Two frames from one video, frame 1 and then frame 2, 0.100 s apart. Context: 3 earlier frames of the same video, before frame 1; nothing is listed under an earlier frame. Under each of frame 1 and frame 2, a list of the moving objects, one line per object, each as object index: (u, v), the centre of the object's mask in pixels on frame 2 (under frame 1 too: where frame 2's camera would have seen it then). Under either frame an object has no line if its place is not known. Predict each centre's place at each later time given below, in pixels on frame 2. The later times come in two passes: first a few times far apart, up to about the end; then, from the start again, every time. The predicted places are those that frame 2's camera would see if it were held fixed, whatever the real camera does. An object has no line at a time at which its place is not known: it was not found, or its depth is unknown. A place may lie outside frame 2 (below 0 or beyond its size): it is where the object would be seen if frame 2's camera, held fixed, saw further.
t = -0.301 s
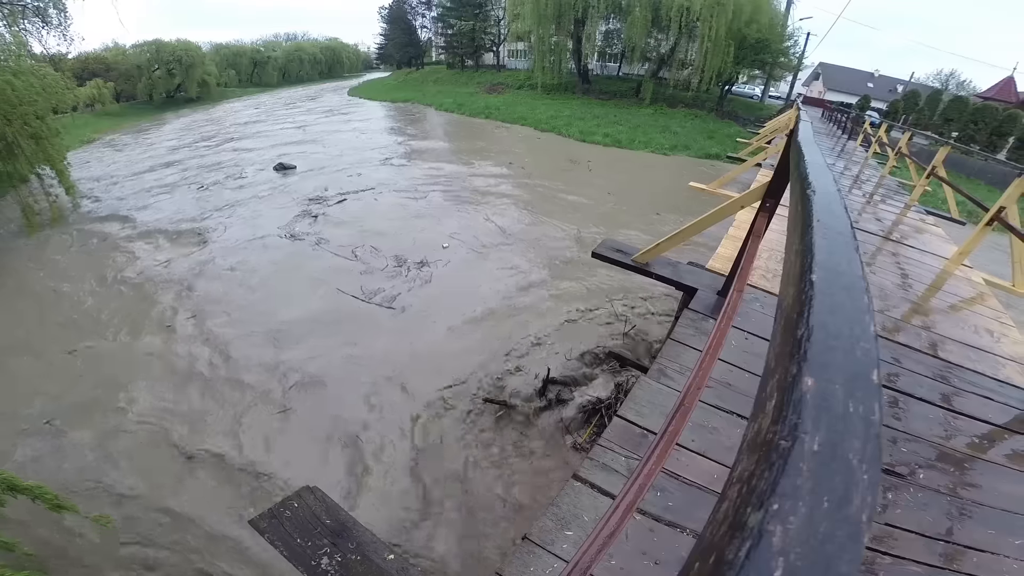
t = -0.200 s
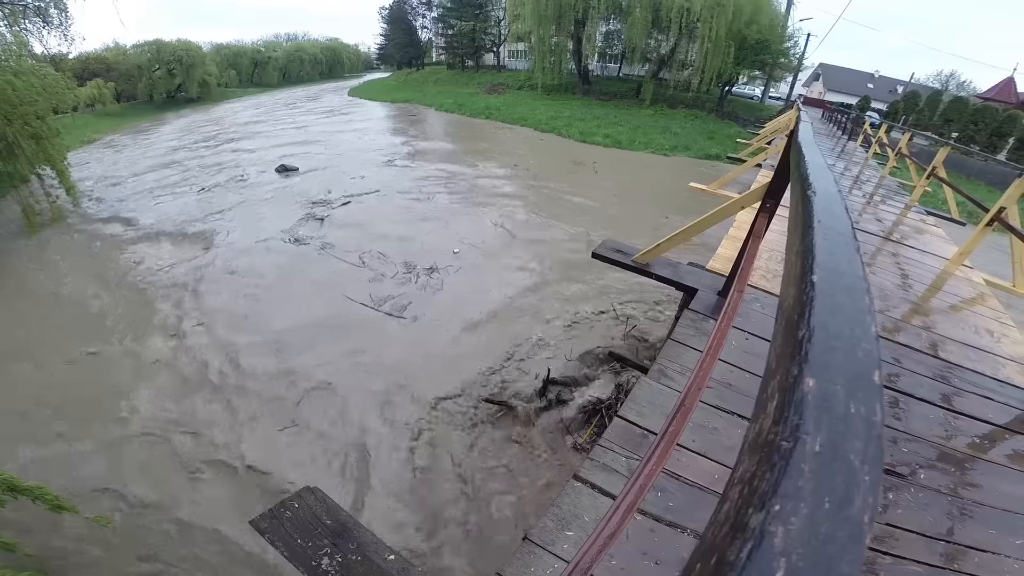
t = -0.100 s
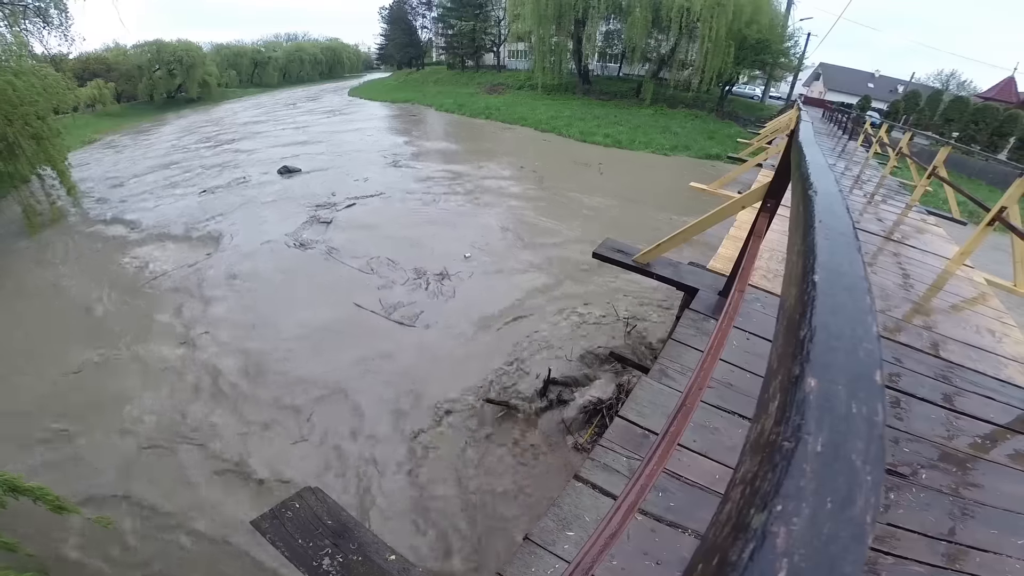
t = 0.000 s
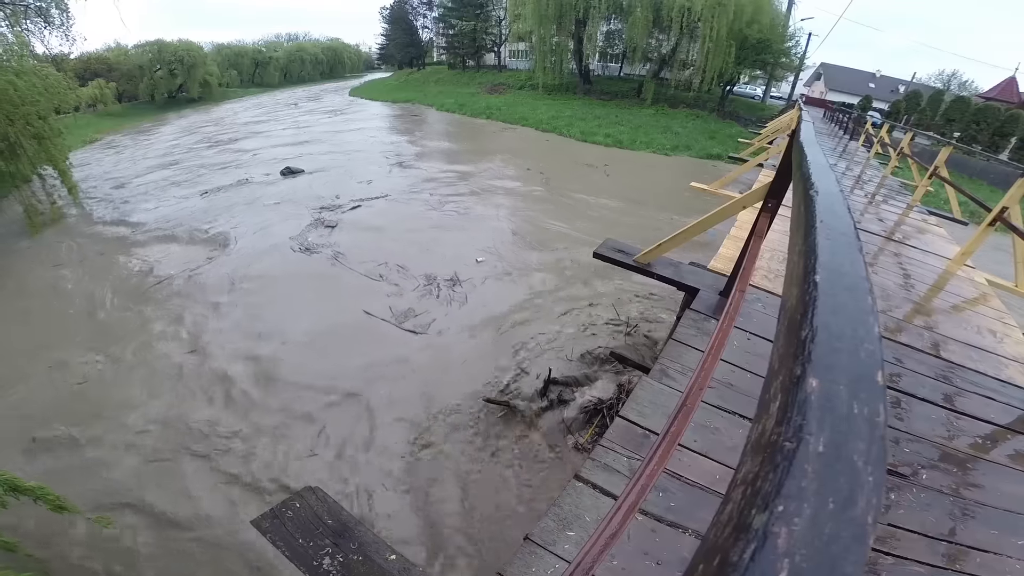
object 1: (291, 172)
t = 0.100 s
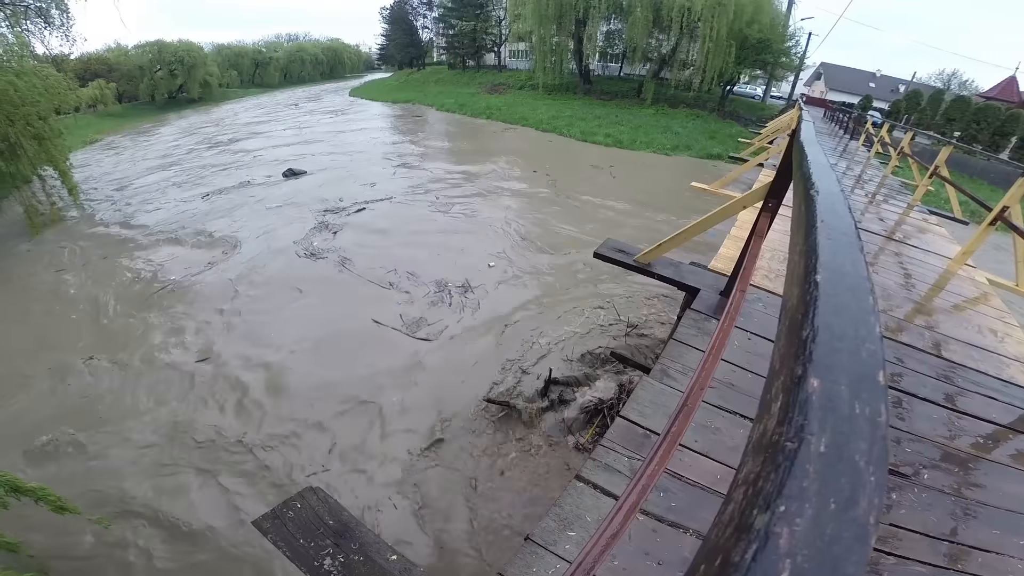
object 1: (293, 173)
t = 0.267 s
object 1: (296, 175)
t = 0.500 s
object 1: (301, 177)
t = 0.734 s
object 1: (305, 181)
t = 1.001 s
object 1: (312, 187)
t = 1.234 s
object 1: (319, 192)
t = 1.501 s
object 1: (328, 198)
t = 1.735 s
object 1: (336, 202)
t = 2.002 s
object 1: (346, 207)
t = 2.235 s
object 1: (357, 213)
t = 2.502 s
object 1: (370, 221)
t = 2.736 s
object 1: (381, 228)
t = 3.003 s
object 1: (398, 239)
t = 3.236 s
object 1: (416, 251)
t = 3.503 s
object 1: (438, 263)
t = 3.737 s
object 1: (461, 274)
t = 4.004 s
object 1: (489, 288)
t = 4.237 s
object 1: (511, 296)
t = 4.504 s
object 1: (538, 298)
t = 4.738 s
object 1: (559, 306)
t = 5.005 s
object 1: (582, 312)
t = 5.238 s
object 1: (604, 315)
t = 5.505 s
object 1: (629, 315)
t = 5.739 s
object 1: (651, 316)
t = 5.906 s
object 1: (663, 314)
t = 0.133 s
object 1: (294, 173)
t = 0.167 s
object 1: (295, 174)
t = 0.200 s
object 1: (295, 174)
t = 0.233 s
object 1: (296, 175)
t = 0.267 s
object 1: (296, 175)
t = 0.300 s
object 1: (297, 175)
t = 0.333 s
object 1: (298, 176)
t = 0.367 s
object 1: (298, 176)
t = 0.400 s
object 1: (299, 176)
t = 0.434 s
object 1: (300, 177)
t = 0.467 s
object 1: (300, 177)
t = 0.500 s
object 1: (301, 177)
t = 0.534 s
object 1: (302, 178)
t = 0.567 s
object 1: (302, 178)
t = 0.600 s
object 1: (303, 178)
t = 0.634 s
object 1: (303, 179)
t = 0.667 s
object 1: (304, 180)
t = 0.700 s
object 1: (305, 180)
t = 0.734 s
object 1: (305, 181)
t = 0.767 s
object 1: (306, 181)
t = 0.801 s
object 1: (307, 182)
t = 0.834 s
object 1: (308, 183)
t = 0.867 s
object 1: (309, 183)
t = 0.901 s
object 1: (309, 184)
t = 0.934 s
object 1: (310, 185)
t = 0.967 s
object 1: (311, 186)
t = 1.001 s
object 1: (312, 187)
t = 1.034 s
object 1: (313, 187)
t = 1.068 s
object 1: (314, 188)
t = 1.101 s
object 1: (315, 189)
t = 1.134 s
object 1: (316, 190)
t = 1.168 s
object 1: (317, 191)
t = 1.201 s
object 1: (318, 192)
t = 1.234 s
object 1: (319, 192)
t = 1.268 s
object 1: (320, 193)
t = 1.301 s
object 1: (321, 194)
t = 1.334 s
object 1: (322, 194)
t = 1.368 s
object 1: (323, 195)
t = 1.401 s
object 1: (324, 196)
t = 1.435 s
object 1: (325, 196)
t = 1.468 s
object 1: (327, 197)
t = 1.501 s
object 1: (328, 198)
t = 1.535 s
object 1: (329, 198)
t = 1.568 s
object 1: (330, 199)
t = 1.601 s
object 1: (331, 199)
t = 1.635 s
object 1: (332, 200)
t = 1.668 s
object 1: (333, 200)
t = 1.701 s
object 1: (334, 201)
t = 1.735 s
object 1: (336, 202)
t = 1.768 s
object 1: (337, 202)
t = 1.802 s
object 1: (338, 203)
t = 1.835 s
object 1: (339, 204)
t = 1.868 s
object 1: (340, 204)
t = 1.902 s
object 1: (342, 205)
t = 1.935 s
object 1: (343, 206)
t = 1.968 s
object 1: (345, 206)
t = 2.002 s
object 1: (346, 207)
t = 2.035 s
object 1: (347, 208)
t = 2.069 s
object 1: (349, 209)
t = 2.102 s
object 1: (351, 210)
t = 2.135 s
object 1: (352, 211)
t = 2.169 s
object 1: (354, 211)
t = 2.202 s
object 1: (355, 212)
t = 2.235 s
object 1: (357, 213)
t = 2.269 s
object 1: (359, 214)
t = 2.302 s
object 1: (360, 215)
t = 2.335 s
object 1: (362, 216)
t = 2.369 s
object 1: (364, 217)
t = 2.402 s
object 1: (365, 218)
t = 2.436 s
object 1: (366, 219)
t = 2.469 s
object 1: (368, 220)
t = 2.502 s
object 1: (370, 221)
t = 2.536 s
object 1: (372, 222)
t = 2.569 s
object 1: (373, 223)
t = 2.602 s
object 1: (375, 224)
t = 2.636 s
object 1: (376, 225)
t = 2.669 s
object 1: (378, 226)
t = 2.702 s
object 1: (380, 227)
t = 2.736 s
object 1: (381, 228)
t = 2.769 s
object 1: (383, 229)
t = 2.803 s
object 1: (385, 230)
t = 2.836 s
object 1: (387, 232)
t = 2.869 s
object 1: (389, 233)
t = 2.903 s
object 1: (391, 235)
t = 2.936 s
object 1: (393, 236)
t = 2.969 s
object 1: (395, 237)
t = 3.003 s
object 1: (398, 239)
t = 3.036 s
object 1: (400, 241)
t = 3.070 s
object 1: (402, 242)
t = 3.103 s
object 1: (405, 244)
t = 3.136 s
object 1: (407, 246)
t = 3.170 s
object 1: (410, 247)
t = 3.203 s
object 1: (413, 249)
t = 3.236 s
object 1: (416, 251)
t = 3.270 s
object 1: (418, 252)
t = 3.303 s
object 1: (421, 254)
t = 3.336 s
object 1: (423, 256)
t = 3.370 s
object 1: (426, 257)
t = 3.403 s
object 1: (429, 259)
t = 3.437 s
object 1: (432, 260)
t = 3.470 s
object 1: (435, 262)
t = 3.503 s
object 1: (438, 263)
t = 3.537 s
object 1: (441, 264)
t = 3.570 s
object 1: (444, 266)
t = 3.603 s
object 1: (447, 268)
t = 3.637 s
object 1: (451, 269)
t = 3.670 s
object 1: (454, 271)
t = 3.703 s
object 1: (457, 272)
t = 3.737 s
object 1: (461, 274)
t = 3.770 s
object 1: (464, 276)
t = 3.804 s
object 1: (468, 277)
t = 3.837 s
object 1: (471, 279)
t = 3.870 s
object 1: (474, 281)
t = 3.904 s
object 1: (478, 283)
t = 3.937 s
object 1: (481, 285)
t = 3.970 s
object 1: (485, 286)
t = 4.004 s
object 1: (489, 288)
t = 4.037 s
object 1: (492, 290)
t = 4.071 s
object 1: (496, 291)
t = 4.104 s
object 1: (499, 293)
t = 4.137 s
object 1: (502, 294)
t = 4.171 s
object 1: (505, 295)
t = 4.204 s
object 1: (509, 296)
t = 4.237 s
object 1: (511, 296)
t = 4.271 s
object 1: (515, 297)
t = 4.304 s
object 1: (518, 297)
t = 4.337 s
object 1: (521, 297)
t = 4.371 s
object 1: (524, 297)
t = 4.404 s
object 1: (527, 297)
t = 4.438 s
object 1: (530, 298)
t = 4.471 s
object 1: (534, 298)
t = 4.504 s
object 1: (538, 298)
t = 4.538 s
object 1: (541, 300)
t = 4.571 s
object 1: (544, 300)
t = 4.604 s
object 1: (547, 302)
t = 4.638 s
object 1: (550, 303)
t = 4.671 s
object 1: (553, 304)
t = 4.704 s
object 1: (556, 305)
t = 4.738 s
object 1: (559, 306)
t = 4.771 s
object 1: (562, 308)
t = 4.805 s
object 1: (564, 308)
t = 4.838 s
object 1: (567, 309)
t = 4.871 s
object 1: (571, 310)
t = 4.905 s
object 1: (573, 310)
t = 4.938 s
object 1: (577, 311)
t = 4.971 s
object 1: (579, 311)
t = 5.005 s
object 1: (582, 312)
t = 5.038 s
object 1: (585, 313)
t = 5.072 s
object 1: (589, 313)
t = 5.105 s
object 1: (593, 313)
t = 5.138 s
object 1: (595, 314)
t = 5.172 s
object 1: (598, 314)
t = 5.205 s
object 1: (601, 315)
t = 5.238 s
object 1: (604, 315)
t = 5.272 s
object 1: (607, 316)
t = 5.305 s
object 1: (610, 316)
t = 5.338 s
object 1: (613, 315)
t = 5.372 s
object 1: (616, 315)
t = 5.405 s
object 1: (619, 315)
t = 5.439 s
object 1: (622, 315)
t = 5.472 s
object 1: (626, 316)
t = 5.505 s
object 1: (629, 315)
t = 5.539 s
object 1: (633, 316)
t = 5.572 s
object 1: (636, 316)
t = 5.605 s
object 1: (640, 316)
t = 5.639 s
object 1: (643, 316)
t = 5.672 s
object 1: (645, 317)
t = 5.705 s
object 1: (647, 316)
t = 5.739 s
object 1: (651, 316)
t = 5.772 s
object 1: (654, 316)
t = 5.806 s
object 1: (656, 315)
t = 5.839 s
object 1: (659, 315)
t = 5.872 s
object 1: (661, 314)
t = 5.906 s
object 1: (663, 314)
